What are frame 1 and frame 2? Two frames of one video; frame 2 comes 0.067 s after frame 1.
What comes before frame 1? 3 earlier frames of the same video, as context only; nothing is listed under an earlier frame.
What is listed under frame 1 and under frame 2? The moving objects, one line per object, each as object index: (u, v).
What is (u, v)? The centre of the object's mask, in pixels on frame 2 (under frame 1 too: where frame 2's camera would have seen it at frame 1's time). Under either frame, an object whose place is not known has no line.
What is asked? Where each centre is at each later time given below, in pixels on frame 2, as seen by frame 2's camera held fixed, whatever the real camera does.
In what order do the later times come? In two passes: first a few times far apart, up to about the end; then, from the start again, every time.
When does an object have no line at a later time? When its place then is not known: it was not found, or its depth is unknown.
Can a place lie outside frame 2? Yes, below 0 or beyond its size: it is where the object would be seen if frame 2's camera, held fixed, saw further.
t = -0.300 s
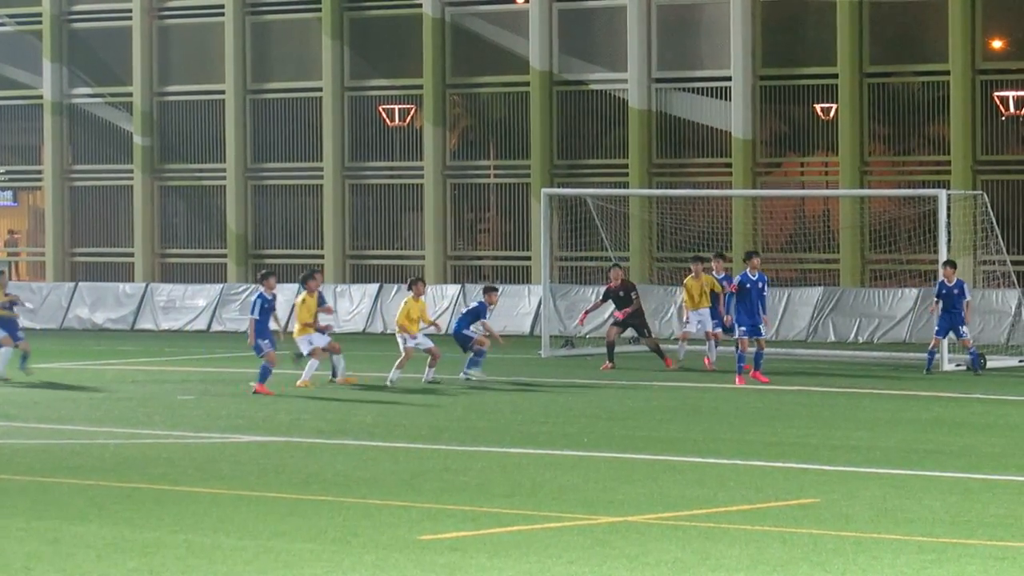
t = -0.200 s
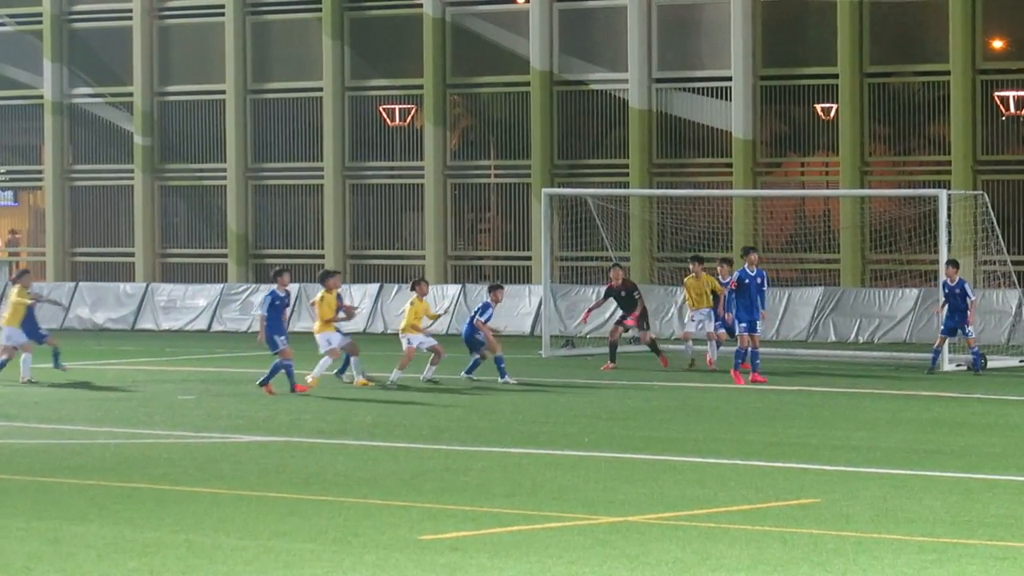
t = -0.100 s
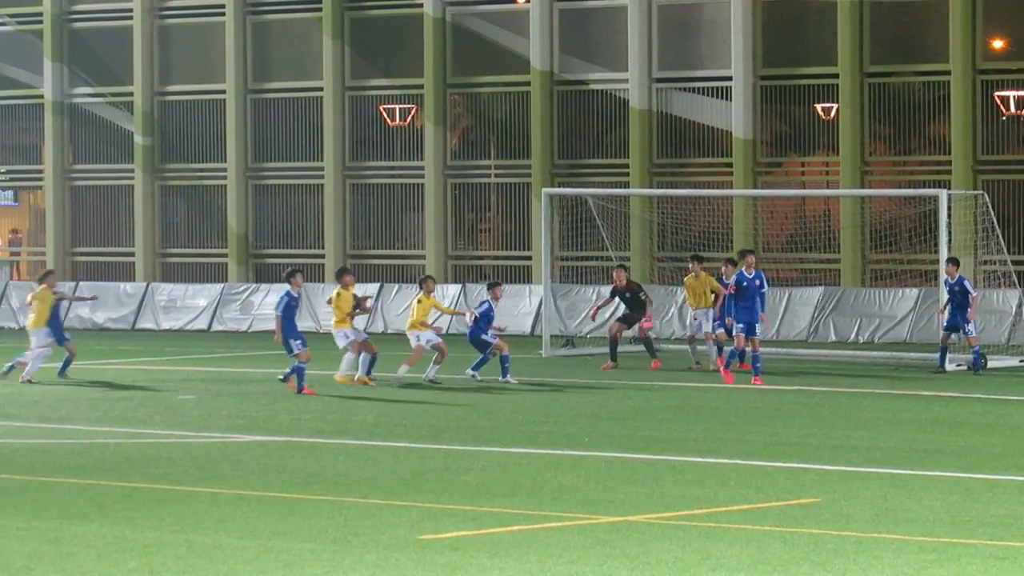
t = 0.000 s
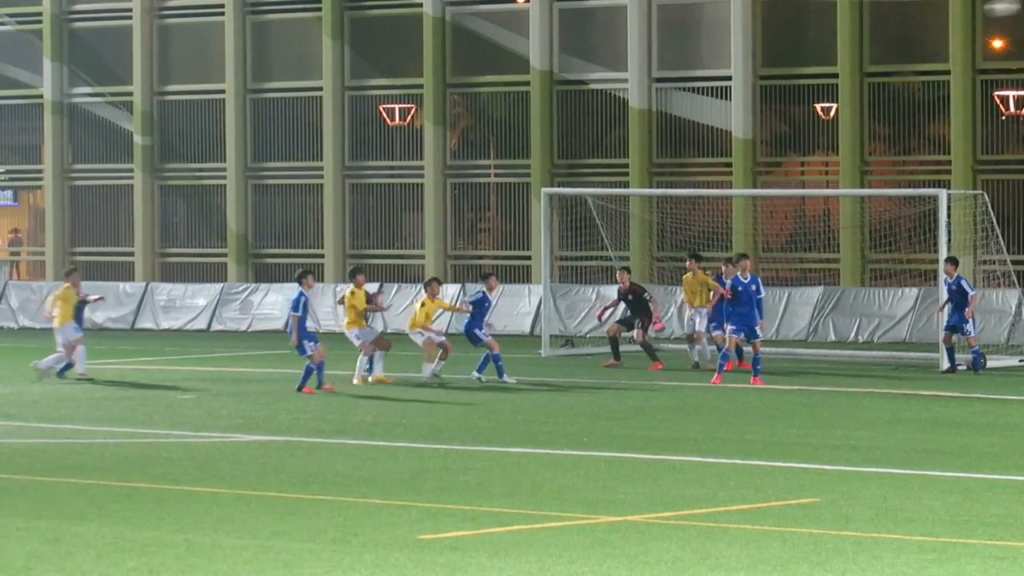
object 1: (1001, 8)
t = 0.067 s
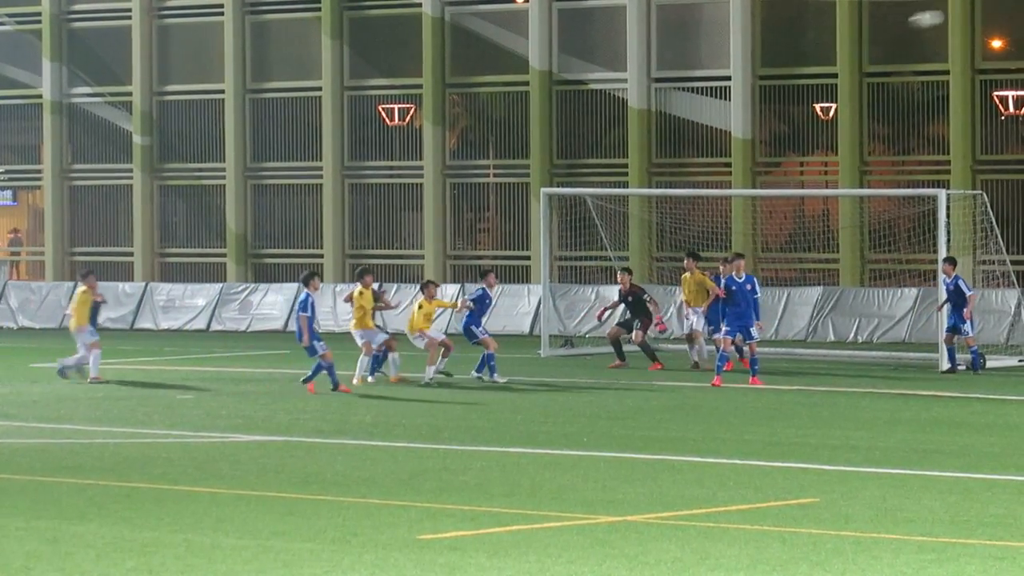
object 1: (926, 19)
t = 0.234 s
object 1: (756, 60)
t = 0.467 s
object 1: (549, 144)
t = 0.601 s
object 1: (446, 203)
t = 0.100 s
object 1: (890, 26)
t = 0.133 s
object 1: (855, 33)
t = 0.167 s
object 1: (820, 42)
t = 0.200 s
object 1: (787, 51)
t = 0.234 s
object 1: (756, 60)
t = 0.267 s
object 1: (720, 71)
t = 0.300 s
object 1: (691, 82)
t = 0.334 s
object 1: (661, 93)
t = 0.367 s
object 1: (629, 106)
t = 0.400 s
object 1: (603, 118)
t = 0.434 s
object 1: (576, 131)
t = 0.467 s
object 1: (549, 144)
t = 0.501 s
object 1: (521, 158)
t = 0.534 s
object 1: (495, 173)
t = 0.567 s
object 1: (470, 189)
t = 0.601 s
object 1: (446, 203)
